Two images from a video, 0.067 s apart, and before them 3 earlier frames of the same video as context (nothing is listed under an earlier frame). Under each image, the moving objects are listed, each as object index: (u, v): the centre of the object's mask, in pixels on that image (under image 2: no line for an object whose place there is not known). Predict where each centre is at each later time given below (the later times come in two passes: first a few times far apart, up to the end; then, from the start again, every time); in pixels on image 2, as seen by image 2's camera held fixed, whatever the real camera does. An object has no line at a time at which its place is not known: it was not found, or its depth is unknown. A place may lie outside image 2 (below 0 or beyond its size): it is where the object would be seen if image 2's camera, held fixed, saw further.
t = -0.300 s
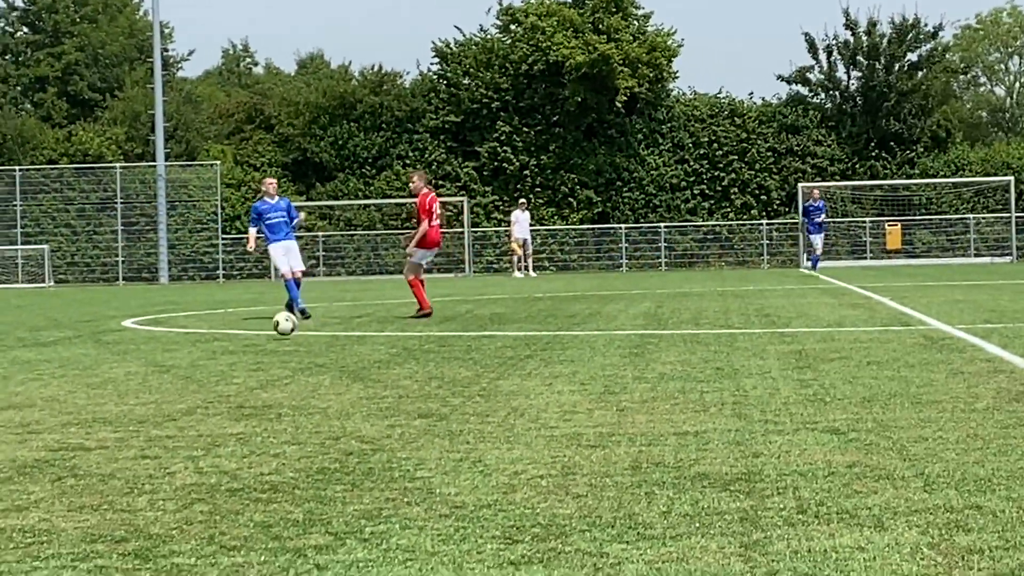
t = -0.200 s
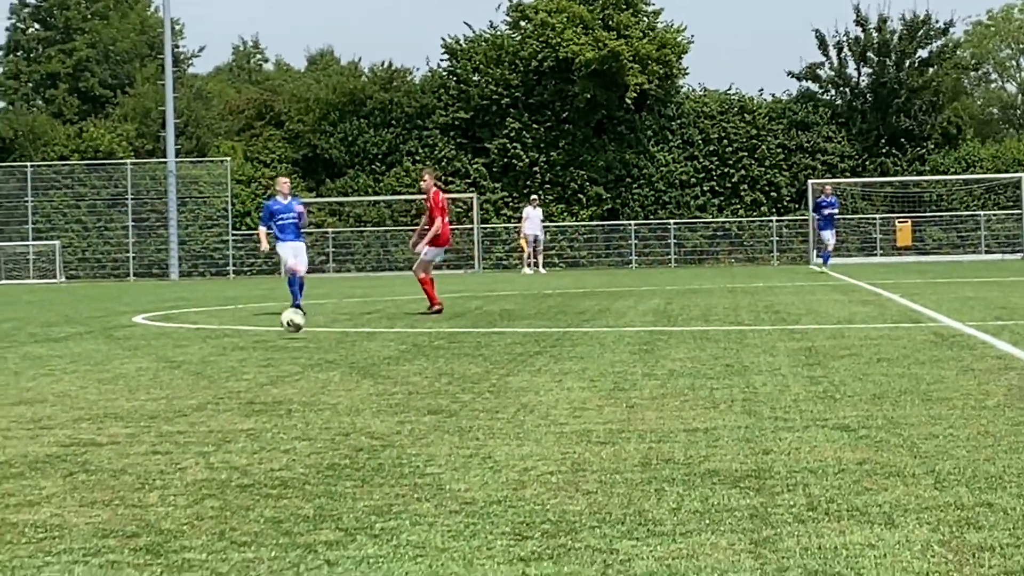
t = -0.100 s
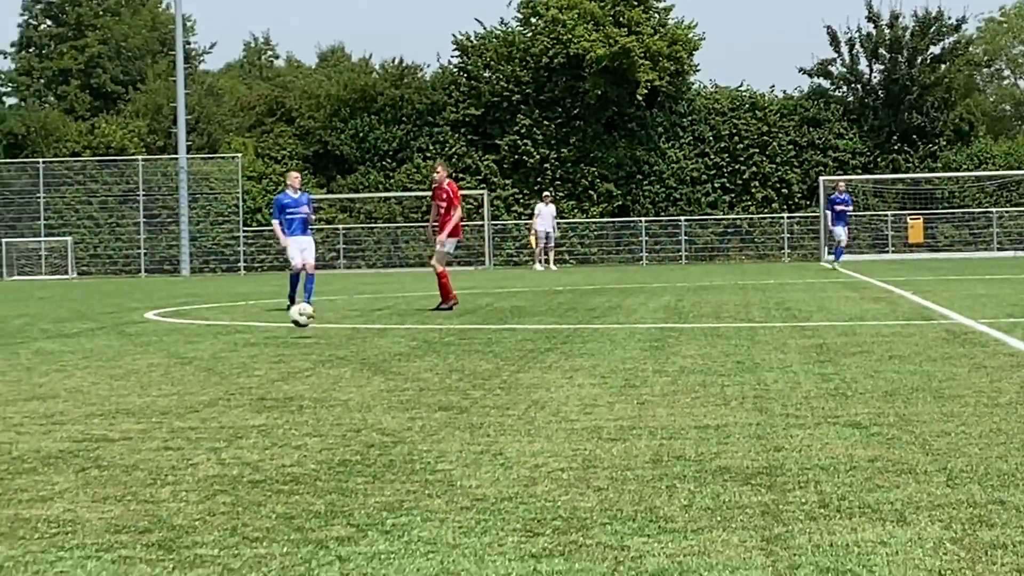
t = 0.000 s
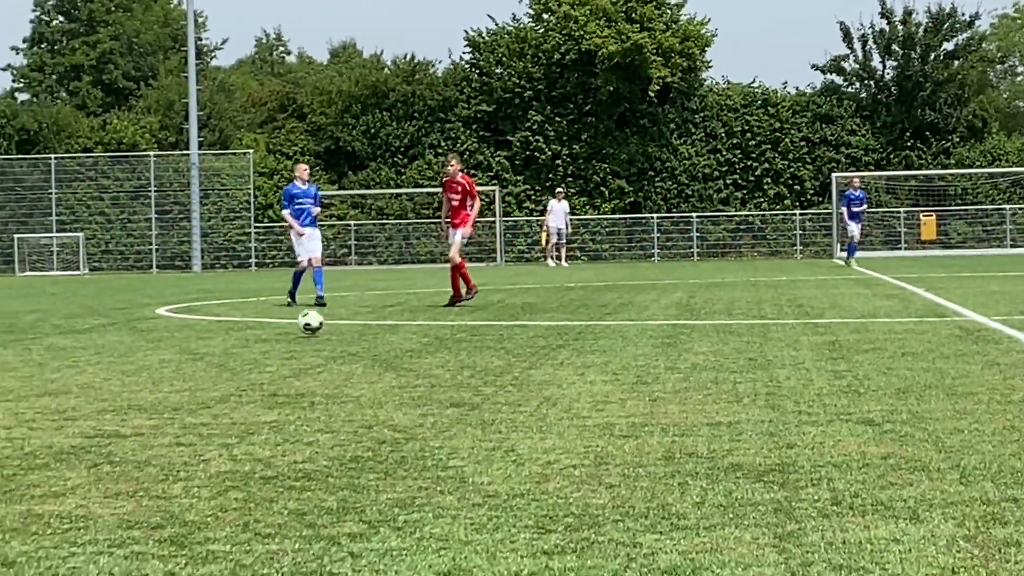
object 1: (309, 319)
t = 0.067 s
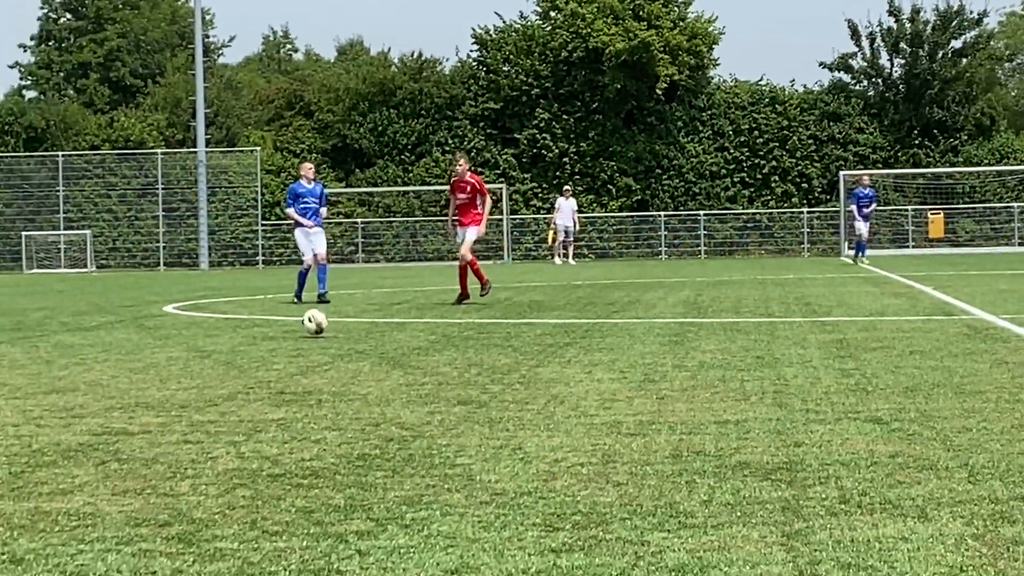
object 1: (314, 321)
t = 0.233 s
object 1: (309, 325)
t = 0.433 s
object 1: (298, 334)
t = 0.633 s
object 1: (283, 341)
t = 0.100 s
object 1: (314, 317)
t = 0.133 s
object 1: (312, 318)
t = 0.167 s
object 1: (312, 319)
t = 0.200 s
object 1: (311, 319)
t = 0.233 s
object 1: (309, 325)
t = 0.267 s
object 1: (308, 330)
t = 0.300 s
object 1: (306, 329)
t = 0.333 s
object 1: (304, 329)
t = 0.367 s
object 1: (304, 325)
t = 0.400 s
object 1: (300, 330)
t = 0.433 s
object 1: (298, 334)
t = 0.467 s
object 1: (298, 334)
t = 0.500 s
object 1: (294, 336)
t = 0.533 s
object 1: (291, 337)
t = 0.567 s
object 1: (289, 338)
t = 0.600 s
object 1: (287, 339)
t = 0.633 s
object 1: (283, 341)
